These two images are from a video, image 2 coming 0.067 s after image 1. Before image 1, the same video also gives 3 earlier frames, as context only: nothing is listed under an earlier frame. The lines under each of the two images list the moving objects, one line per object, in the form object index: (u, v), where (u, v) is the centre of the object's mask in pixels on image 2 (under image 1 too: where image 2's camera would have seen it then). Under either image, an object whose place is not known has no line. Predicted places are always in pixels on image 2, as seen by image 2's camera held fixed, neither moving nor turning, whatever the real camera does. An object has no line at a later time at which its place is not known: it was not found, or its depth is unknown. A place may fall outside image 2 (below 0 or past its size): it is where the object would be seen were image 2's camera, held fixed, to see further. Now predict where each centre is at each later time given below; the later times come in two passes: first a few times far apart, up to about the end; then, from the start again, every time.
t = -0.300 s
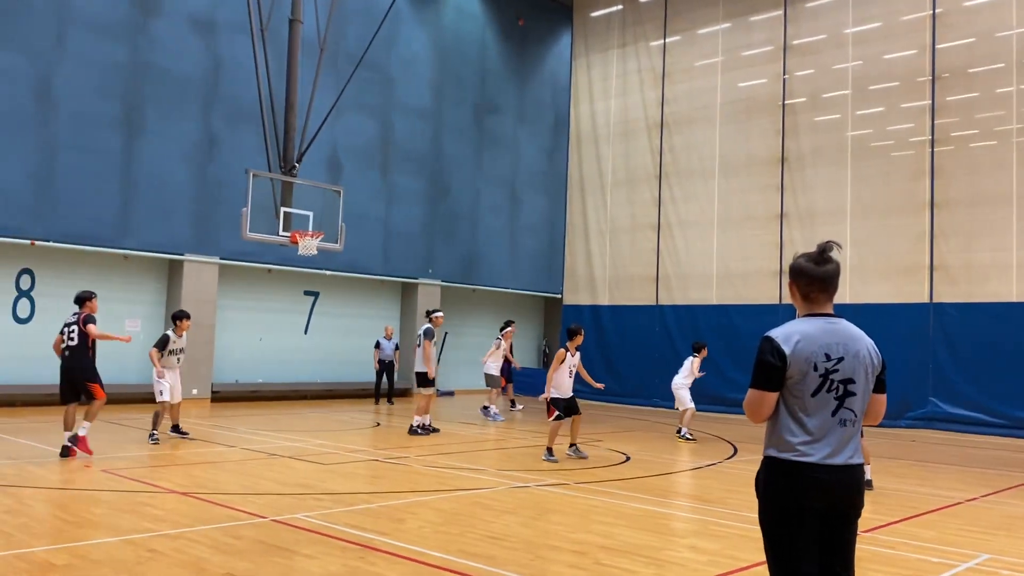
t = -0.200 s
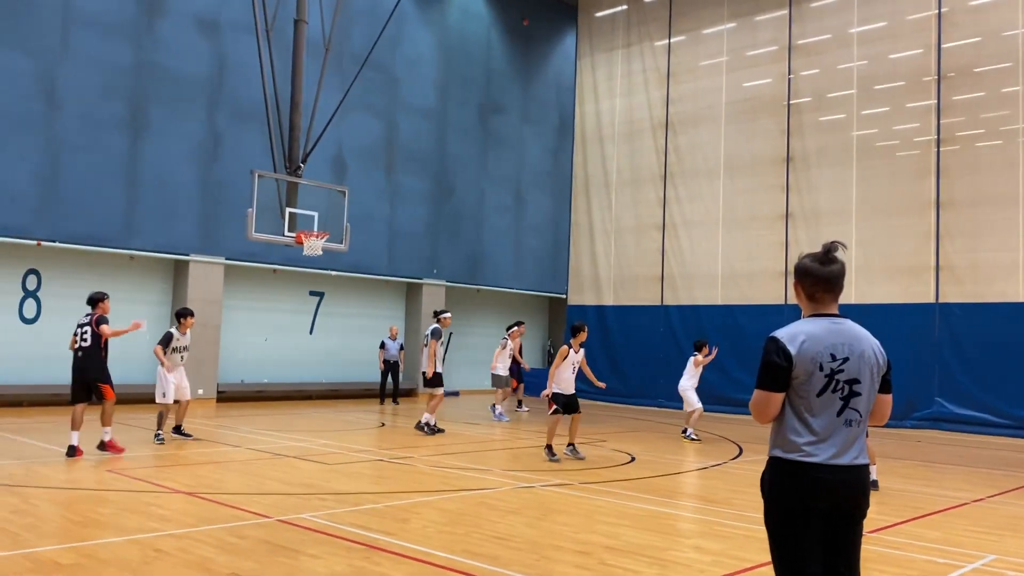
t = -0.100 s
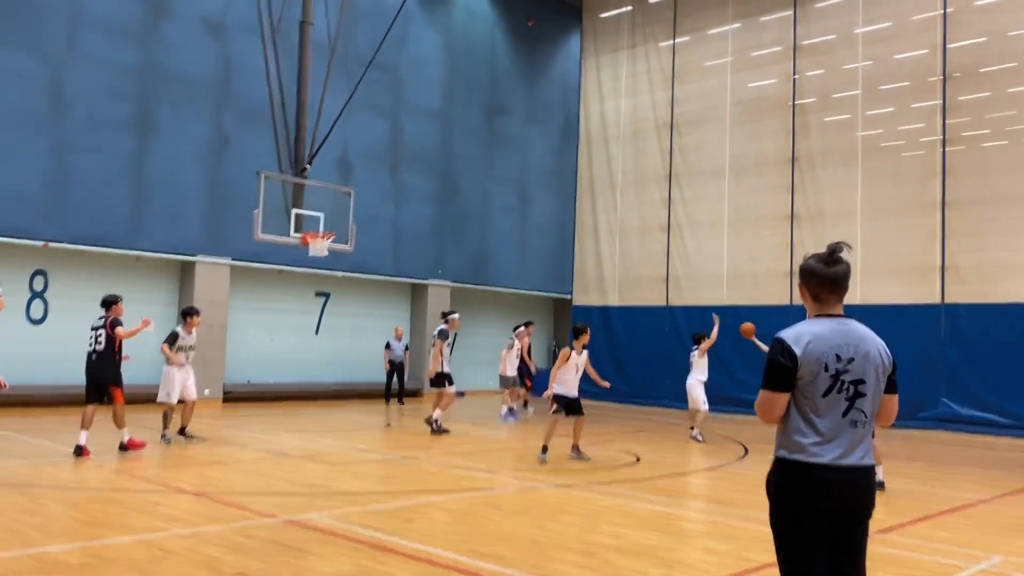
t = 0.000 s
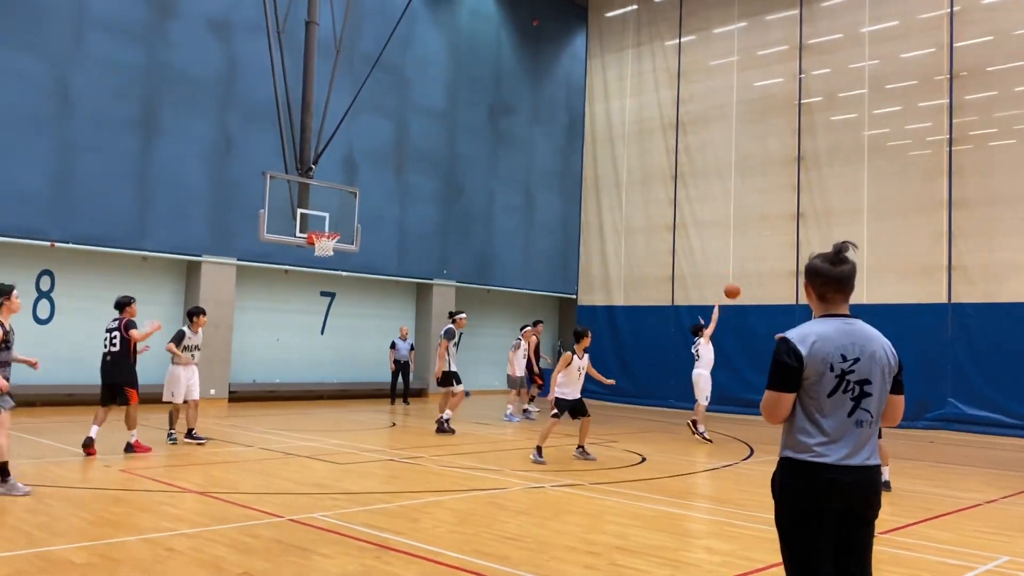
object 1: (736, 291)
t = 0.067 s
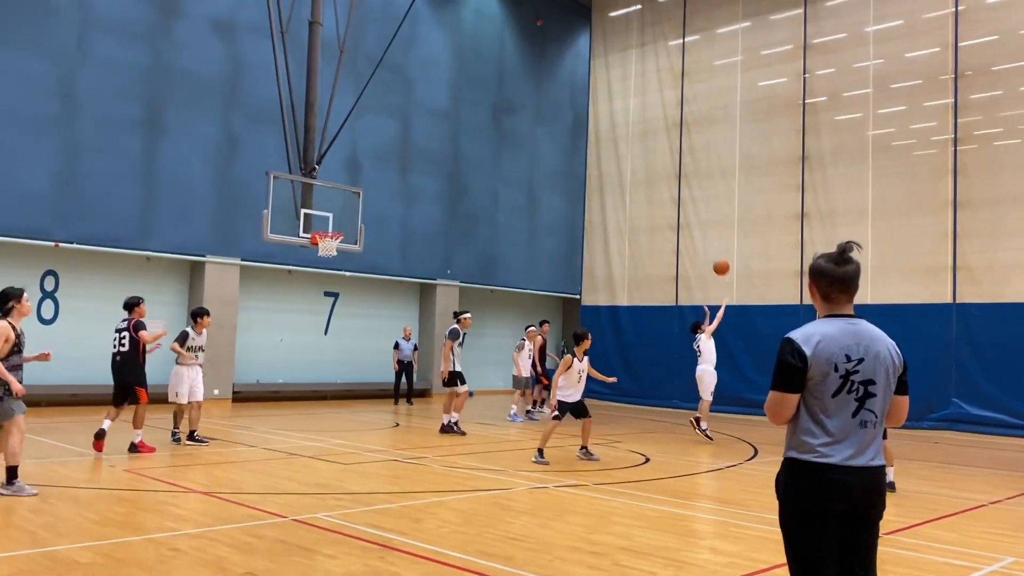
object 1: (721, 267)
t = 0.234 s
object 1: (678, 212)
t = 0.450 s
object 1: (606, 155)
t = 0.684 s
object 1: (500, 122)
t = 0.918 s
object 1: (345, 134)
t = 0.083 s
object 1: (717, 261)
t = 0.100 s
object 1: (713, 255)
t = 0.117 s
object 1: (709, 250)
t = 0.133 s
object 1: (705, 244)
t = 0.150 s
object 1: (701, 238)
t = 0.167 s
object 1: (697, 233)
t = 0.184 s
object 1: (692, 227)
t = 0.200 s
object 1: (688, 222)
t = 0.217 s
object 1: (683, 217)
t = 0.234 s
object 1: (678, 212)
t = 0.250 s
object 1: (673, 206)
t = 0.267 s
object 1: (668, 202)
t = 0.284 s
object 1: (663, 197)
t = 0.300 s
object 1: (658, 192)
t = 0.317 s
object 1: (653, 188)
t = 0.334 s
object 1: (647, 183)
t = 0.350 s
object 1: (642, 179)
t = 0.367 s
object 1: (636, 174)
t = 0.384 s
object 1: (631, 171)
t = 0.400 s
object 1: (625, 167)
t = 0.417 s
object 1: (619, 162)
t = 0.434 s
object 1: (612, 159)
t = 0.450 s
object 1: (606, 155)
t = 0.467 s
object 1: (600, 151)
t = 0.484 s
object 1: (594, 147)
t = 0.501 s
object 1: (587, 145)
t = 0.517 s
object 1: (580, 142)
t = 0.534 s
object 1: (572, 139)
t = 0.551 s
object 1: (566, 136)
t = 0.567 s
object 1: (558, 133)
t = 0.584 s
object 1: (550, 131)
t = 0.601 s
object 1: (542, 129)
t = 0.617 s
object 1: (534, 127)
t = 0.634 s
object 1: (526, 125)
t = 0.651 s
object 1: (518, 124)
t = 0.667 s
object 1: (508, 123)
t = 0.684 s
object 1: (500, 122)
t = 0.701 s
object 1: (491, 121)
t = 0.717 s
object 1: (481, 120)
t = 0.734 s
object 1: (471, 119)
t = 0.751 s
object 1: (462, 119)
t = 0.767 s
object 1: (451, 119)
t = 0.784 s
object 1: (441, 120)
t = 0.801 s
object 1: (430, 120)
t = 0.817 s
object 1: (419, 121)
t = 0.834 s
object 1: (408, 122)
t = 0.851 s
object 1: (396, 124)
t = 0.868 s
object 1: (383, 126)
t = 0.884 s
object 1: (371, 128)
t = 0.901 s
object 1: (358, 131)
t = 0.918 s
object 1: (345, 134)
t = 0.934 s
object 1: (332, 137)
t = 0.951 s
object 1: (317, 141)
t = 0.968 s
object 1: (302, 145)
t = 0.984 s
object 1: (287, 149)
